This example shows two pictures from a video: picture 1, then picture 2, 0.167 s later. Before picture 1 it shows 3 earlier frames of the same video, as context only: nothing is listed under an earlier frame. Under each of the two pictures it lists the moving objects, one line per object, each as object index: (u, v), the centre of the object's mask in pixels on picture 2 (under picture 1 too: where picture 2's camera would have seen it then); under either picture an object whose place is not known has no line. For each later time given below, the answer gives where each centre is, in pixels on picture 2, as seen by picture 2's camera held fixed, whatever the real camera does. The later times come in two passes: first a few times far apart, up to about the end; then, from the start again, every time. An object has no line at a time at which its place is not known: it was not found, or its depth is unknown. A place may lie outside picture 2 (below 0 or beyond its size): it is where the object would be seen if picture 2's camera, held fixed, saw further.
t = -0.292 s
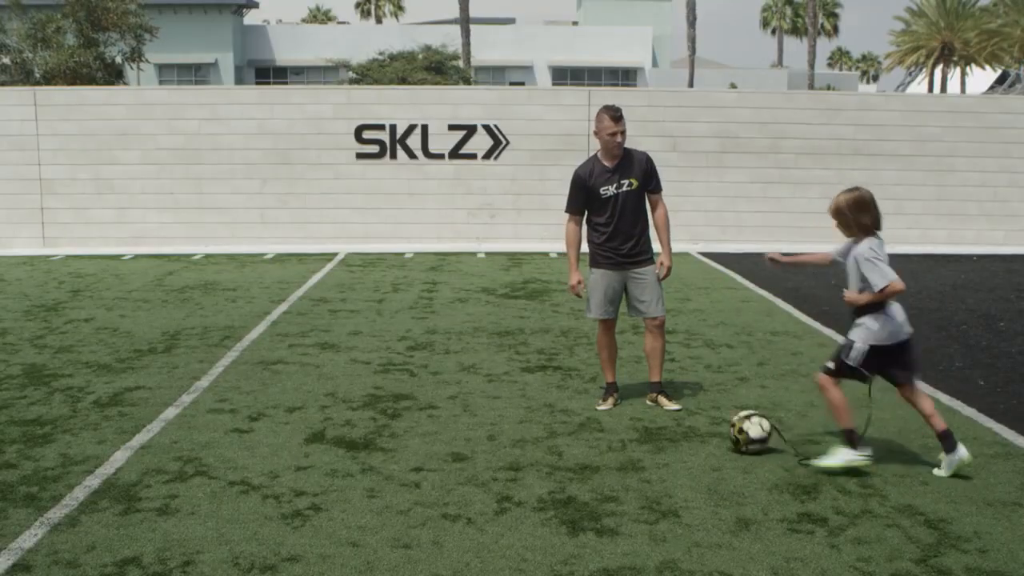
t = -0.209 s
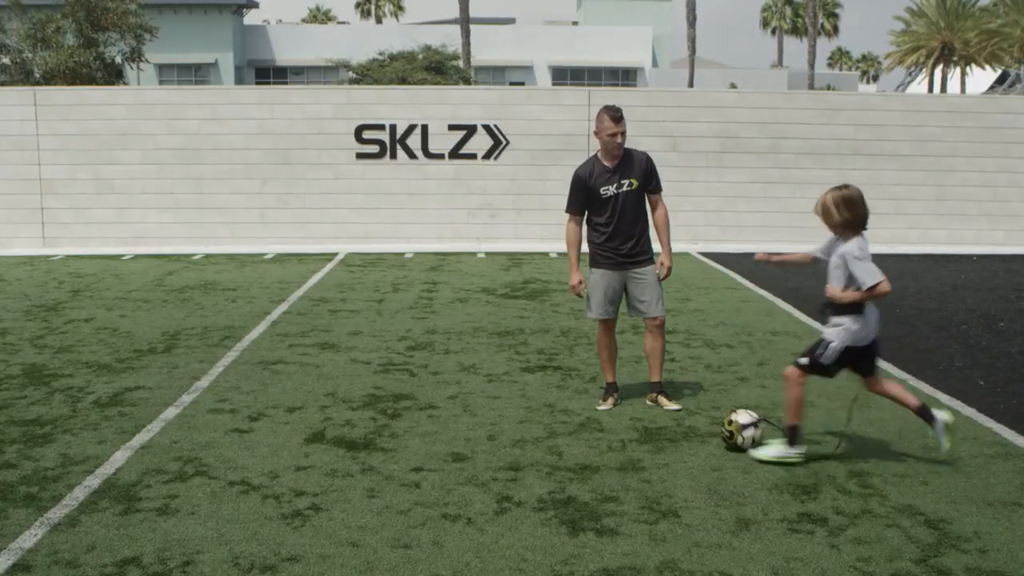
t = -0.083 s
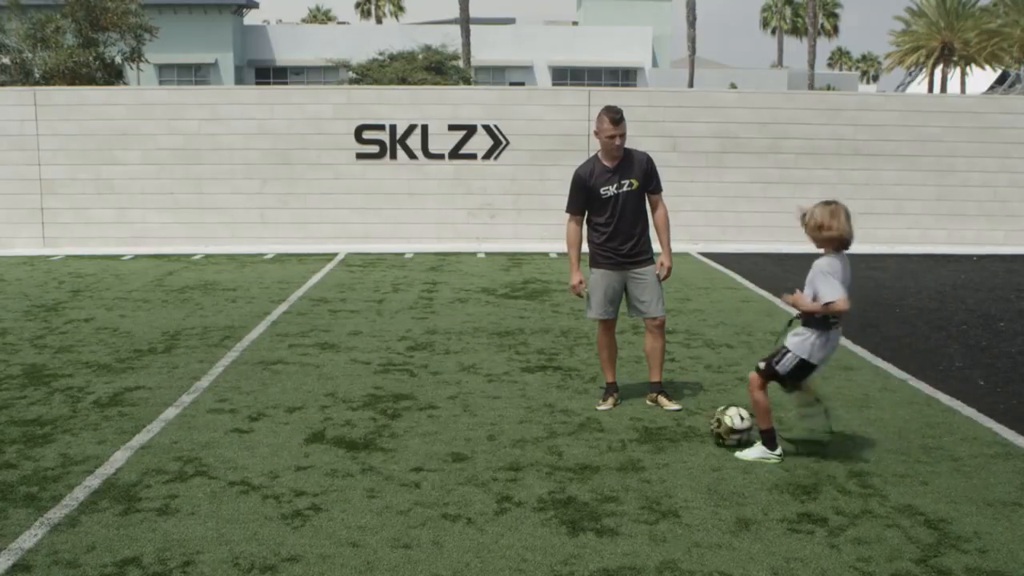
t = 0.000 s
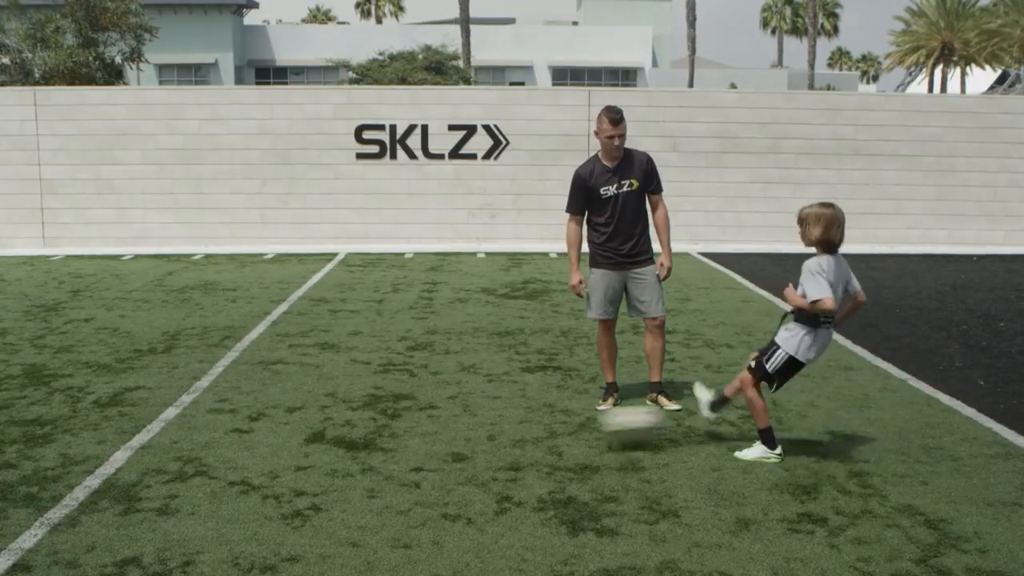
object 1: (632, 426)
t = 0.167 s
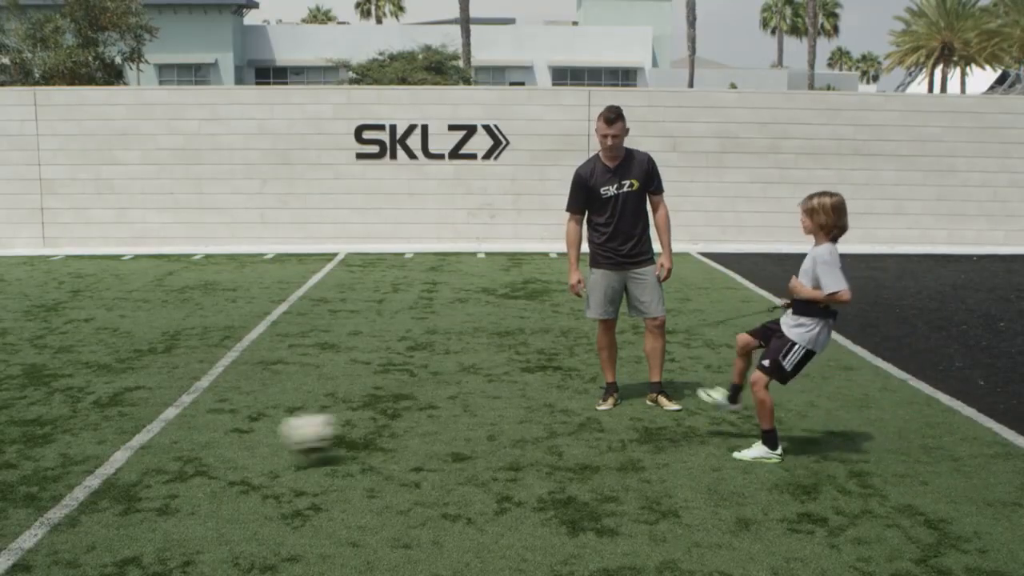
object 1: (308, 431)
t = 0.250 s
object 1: (179, 441)
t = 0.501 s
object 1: (22, 425)
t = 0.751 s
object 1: (245, 447)
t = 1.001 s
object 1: (577, 432)
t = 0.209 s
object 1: (240, 434)
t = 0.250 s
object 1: (179, 441)
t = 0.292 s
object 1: (116, 447)
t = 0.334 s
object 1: (71, 454)
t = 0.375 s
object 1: (41, 443)
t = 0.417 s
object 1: (23, 435)
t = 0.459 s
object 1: (20, 430)
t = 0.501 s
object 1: (22, 425)
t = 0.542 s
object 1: (37, 423)
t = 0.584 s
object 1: (63, 422)
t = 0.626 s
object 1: (97, 423)
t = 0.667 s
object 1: (139, 428)
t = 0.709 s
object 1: (190, 437)
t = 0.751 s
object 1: (245, 447)
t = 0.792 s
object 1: (305, 460)
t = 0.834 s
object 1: (357, 457)
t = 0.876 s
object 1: (409, 449)
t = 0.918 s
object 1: (463, 440)
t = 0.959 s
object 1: (518, 434)
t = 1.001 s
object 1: (577, 432)
